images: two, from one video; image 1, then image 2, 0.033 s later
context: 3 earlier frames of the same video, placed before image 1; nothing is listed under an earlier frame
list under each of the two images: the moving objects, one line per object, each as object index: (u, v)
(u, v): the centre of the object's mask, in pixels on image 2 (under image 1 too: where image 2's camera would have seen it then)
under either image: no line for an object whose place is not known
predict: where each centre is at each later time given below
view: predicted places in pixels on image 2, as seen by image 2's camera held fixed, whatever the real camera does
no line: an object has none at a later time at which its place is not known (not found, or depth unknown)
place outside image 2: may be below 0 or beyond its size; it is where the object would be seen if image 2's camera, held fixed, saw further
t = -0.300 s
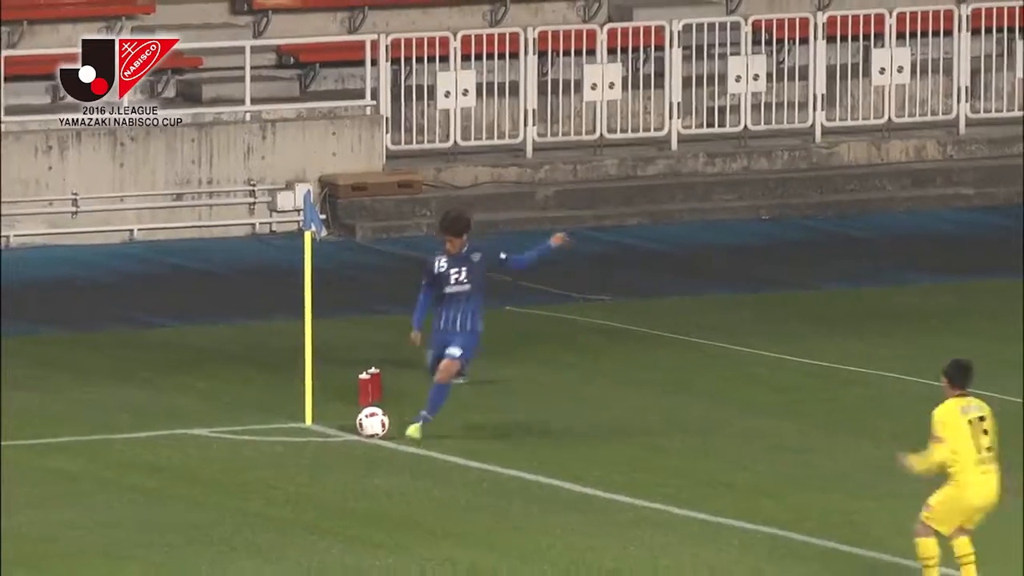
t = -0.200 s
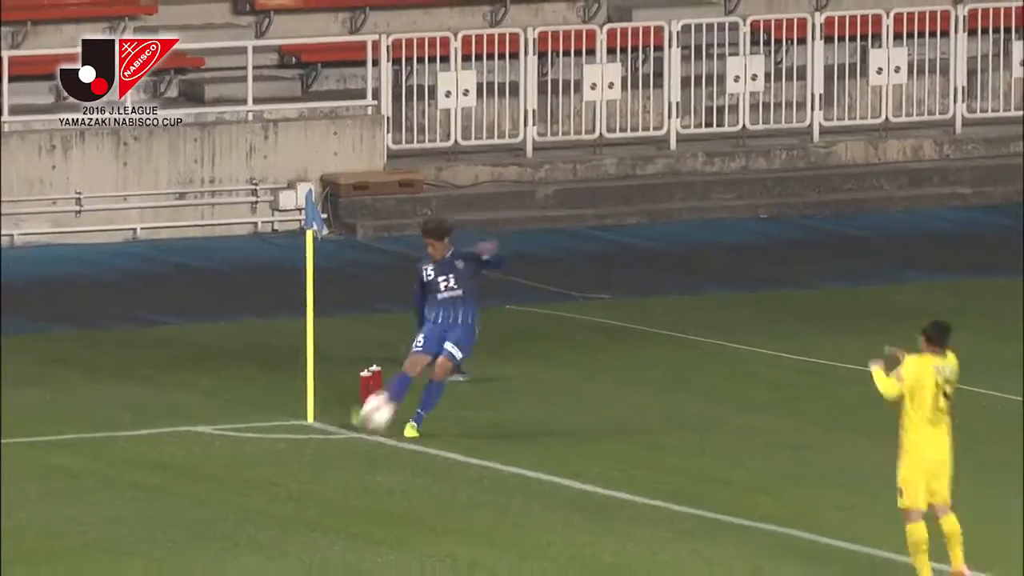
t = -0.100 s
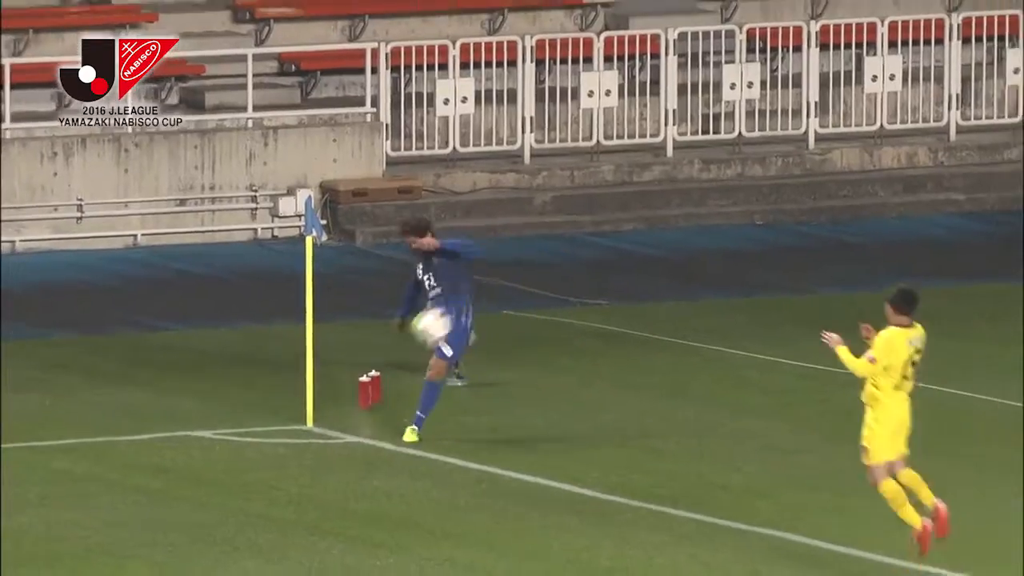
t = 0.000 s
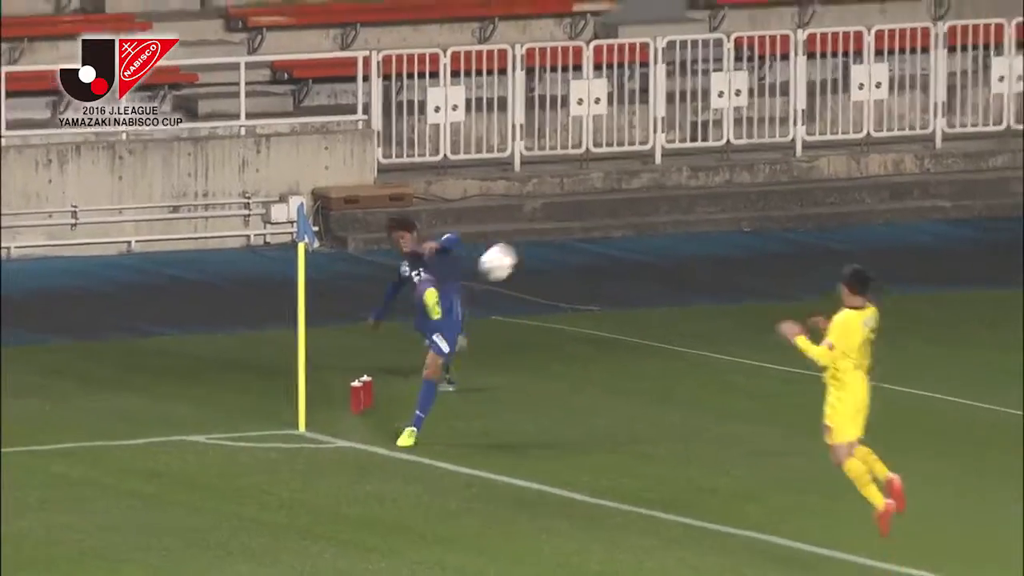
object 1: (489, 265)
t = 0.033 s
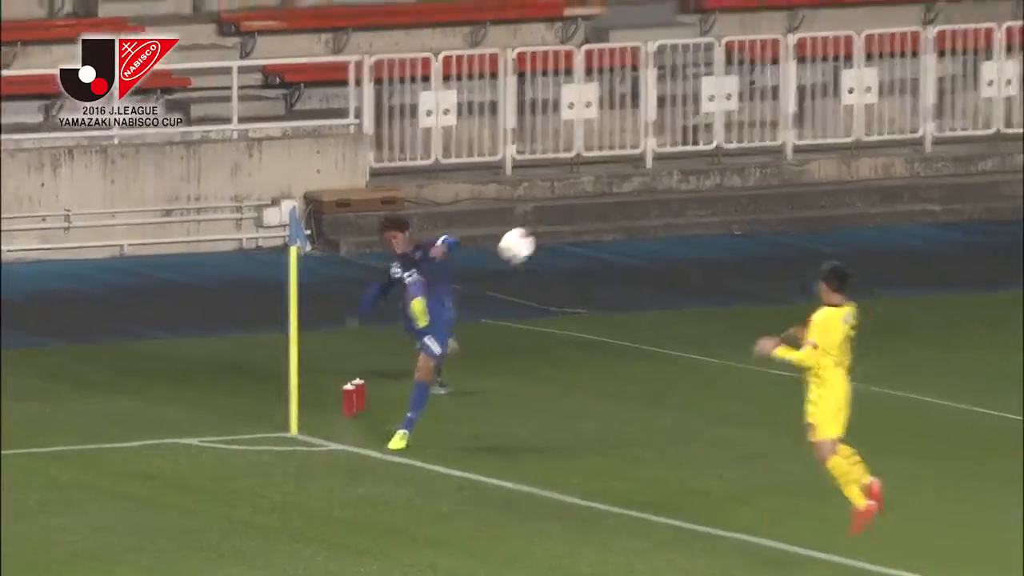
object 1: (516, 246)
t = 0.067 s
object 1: (547, 227)
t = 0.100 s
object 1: (578, 211)
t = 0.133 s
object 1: (611, 197)
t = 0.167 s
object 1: (645, 184)
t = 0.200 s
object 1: (681, 174)
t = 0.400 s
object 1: (900, 150)
